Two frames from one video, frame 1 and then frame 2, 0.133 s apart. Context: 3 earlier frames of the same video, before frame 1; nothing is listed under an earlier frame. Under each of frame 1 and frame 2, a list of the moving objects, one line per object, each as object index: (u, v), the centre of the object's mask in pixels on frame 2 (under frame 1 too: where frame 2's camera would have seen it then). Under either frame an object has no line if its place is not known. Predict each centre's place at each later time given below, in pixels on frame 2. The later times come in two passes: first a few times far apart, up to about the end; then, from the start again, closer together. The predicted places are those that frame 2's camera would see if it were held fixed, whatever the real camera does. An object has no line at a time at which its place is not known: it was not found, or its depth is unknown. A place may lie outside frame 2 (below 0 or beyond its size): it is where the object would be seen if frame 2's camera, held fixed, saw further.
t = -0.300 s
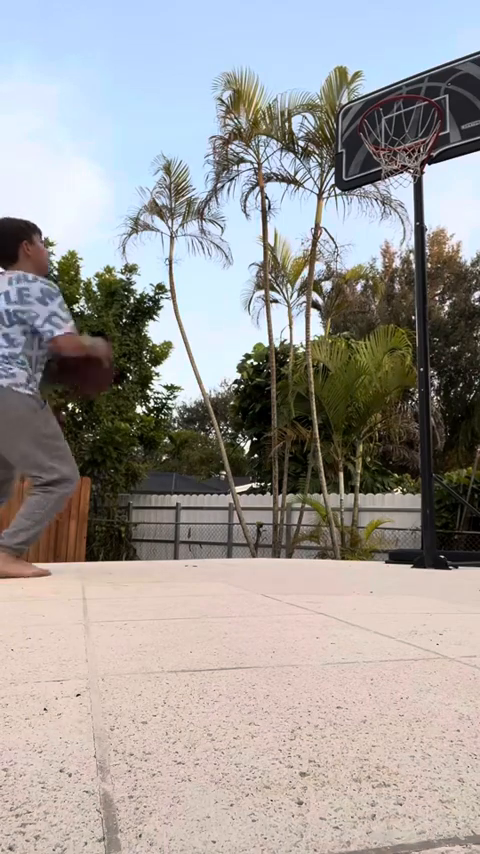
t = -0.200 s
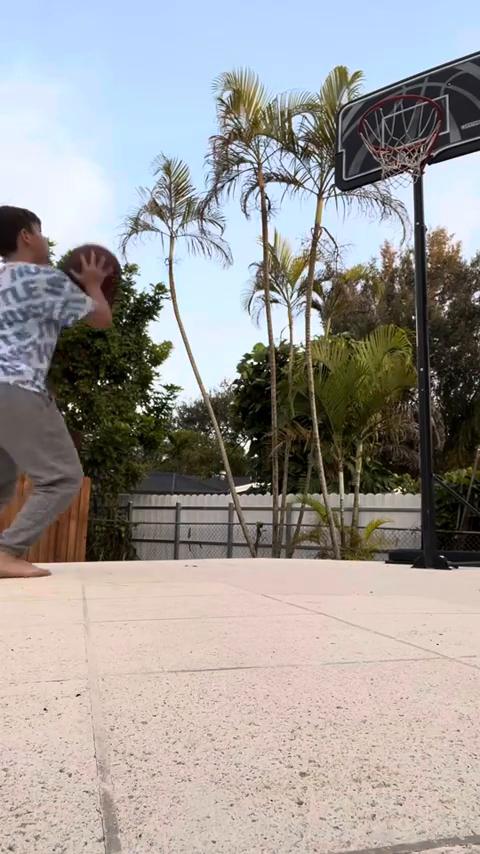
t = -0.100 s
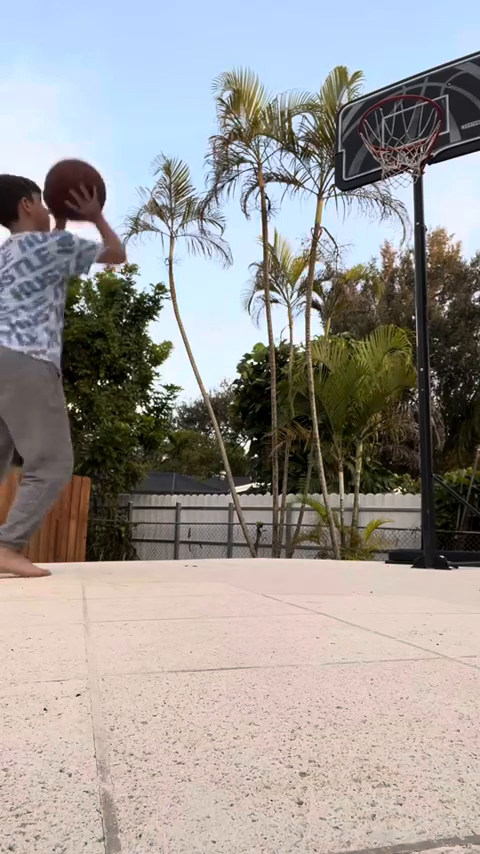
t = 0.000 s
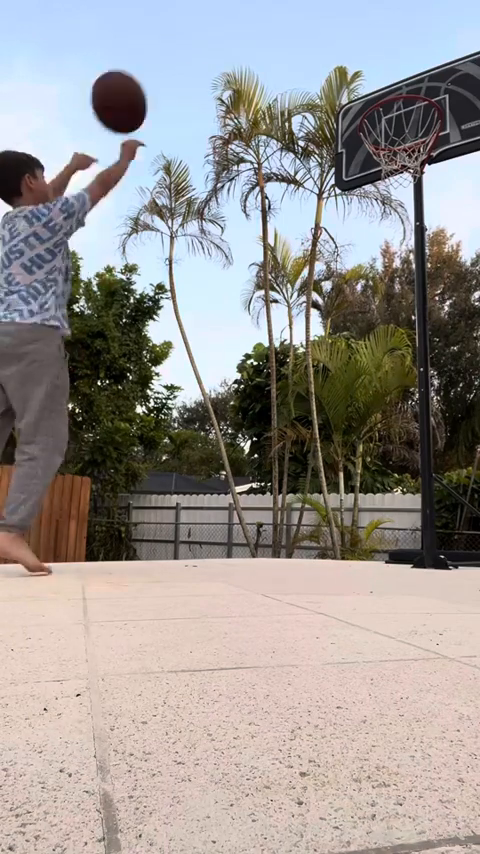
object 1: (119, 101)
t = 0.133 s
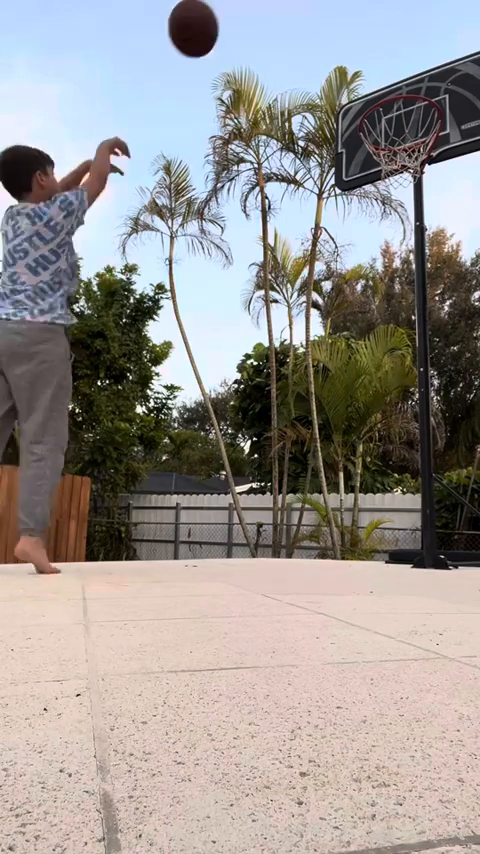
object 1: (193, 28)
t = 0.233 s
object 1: (239, 12)
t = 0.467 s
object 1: (322, 14)
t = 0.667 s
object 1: (379, 71)
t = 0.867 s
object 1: (394, 121)
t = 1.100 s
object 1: (395, 243)
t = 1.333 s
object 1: (403, 479)
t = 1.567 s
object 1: (397, 371)
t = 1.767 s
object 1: (392, 237)
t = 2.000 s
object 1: (387, 175)
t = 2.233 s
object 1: (381, 229)
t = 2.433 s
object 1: (376, 401)
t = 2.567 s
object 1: (374, 515)
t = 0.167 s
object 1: (209, 21)
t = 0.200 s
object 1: (224, 16)
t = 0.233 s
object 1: (239, 12)
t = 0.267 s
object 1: (252, 10)
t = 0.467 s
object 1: (322, 14)
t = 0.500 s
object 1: (333, 17)
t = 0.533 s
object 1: (343, 23)
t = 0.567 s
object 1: (352, 33)
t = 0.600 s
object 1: (362, 44)
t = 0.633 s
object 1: (371, 57)
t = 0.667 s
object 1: (379, 71)
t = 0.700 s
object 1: (388, 83)
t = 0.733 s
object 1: (392, 87)
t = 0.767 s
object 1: (391, 90)
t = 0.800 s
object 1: (392, 92)
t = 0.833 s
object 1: (397, 110)
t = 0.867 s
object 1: (394, 121)
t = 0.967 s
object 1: (396, 176)
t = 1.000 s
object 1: (394, 181)
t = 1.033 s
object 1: (394, 199)
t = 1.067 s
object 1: (395, 219)
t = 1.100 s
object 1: (395, 243)
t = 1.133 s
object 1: (396, 267)
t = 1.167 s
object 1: (397, 296)
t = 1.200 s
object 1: (397, 325)
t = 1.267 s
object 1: (399, 396)
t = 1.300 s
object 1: (401, 434)
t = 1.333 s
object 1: (403, 479)
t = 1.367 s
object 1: (403, 526)
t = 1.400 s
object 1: (403, 536)
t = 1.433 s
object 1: (401, 496)
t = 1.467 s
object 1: (401, 460)
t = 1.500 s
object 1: (400, 430)
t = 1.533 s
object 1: (399, 399)
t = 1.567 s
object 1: (397, 371)
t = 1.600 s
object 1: (395, 343)
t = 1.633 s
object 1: (395, 317)
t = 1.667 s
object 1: (394, 295)
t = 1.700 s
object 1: (393, 274)
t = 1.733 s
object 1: (392, 254)
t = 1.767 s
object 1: (392, 237)
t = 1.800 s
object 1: (391, 222)
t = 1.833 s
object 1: (390, 209)
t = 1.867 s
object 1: (390, 198)
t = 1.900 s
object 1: (389, 189)
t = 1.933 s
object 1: (388, 182)
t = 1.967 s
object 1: (388, 177)
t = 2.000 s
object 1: (387, 175)
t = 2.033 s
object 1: (387, 176)
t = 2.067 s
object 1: (386, 178)
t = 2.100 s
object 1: (385, 182)
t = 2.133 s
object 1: (383, 190)
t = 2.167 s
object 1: (383, 201)
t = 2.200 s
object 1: (382, 213)
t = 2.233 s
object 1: (381, 229)
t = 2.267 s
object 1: (380, 249)
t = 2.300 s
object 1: (379, 272)
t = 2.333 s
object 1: (378, 297)
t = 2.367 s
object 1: (379, 328)
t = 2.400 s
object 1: (377, 363)
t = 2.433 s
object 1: (376, 401)
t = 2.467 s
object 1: (376, 443)
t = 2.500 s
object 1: (374, 491)
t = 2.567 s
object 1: (374, 515)
